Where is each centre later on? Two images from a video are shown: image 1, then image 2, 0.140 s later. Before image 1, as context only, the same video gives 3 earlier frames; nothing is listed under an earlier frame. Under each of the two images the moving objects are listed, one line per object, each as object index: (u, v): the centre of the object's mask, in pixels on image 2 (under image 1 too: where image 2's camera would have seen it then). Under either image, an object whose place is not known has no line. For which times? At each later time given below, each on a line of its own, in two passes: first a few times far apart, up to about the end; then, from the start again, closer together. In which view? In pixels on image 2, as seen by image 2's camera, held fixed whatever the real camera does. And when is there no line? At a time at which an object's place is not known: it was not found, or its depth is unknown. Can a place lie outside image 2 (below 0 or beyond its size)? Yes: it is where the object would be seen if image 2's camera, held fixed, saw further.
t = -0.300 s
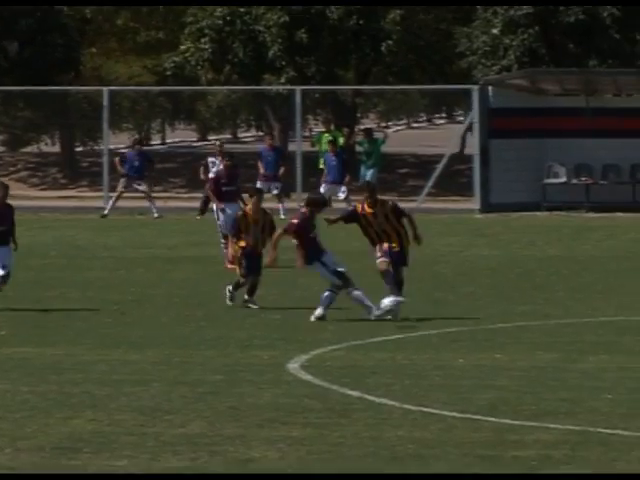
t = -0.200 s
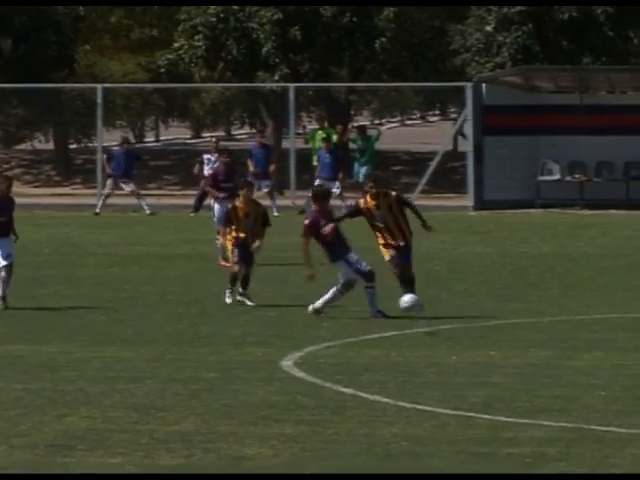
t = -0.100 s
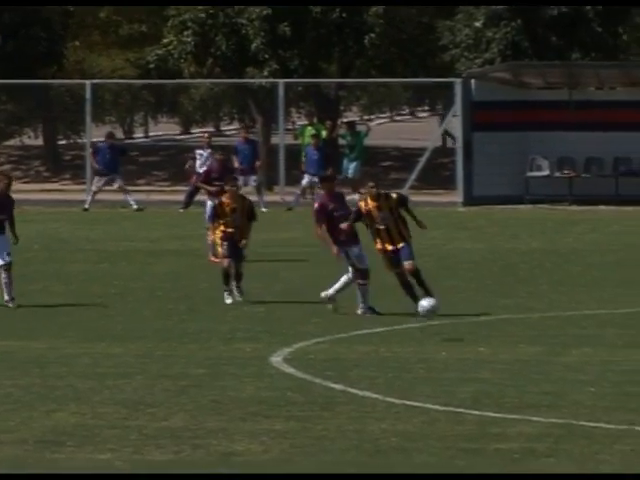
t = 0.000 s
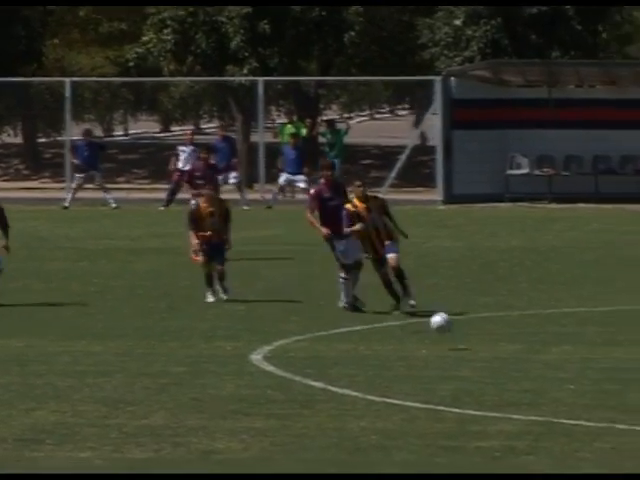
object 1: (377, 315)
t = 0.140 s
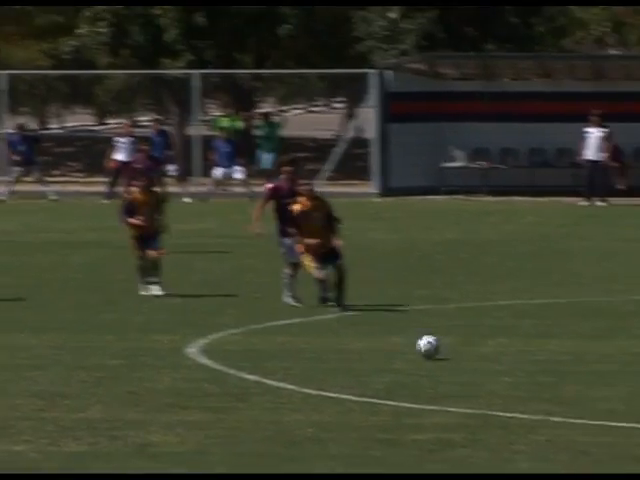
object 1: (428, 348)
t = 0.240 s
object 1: (464, 346)
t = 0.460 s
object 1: (556, 388)
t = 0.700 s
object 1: (654, 374)
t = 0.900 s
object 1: (739, 416)
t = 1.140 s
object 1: (859, 449)
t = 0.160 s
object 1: (435, 346)
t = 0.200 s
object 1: (449, 346)
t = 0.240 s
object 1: (464, 346)
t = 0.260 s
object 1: (472, 347)
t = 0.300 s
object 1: (488, 351)
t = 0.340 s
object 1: (504, 358)
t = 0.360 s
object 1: (512, 362)
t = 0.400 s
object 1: (528, 370)
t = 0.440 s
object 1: (547, 382)
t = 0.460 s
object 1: (556, 388)
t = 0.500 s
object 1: (573, 387)
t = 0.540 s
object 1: (589, 379)
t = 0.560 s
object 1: (596, 376)
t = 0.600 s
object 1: (612, 374)
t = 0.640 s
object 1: (628, 372)
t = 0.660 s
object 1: (636, 372)
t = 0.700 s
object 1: (654, 374)
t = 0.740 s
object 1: (670, 378)
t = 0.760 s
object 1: (678, 380)
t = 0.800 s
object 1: (696, 388)
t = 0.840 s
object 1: (712, 398)
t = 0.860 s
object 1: (722, 403)
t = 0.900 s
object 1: (739, 416)
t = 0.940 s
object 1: (759, 430)
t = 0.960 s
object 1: (769, 440)
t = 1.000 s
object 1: (789, 459)
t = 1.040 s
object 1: (809, 459)
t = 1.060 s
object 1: (819, 456)
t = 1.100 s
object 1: (838, 450)
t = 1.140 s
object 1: (859, 449)
